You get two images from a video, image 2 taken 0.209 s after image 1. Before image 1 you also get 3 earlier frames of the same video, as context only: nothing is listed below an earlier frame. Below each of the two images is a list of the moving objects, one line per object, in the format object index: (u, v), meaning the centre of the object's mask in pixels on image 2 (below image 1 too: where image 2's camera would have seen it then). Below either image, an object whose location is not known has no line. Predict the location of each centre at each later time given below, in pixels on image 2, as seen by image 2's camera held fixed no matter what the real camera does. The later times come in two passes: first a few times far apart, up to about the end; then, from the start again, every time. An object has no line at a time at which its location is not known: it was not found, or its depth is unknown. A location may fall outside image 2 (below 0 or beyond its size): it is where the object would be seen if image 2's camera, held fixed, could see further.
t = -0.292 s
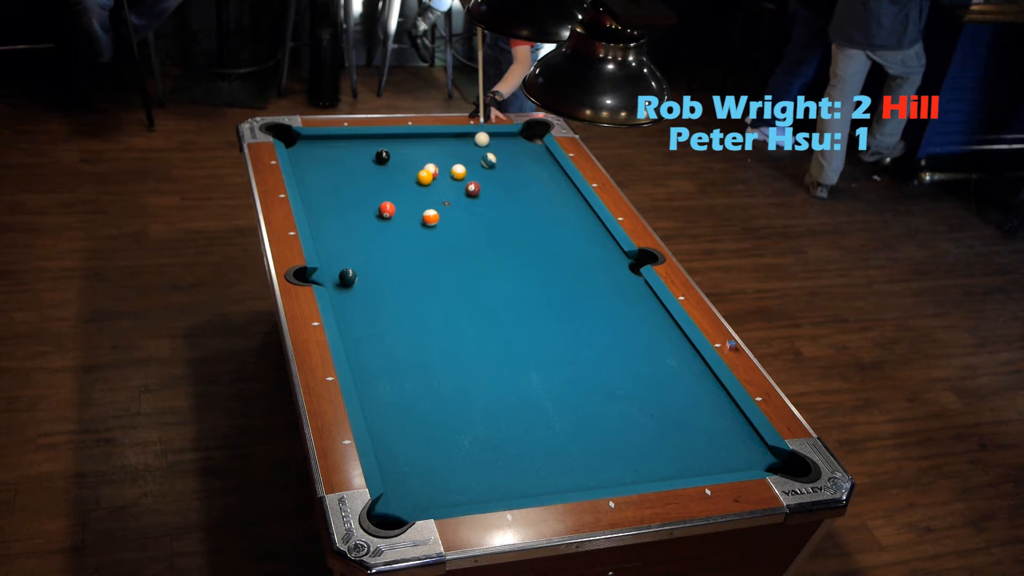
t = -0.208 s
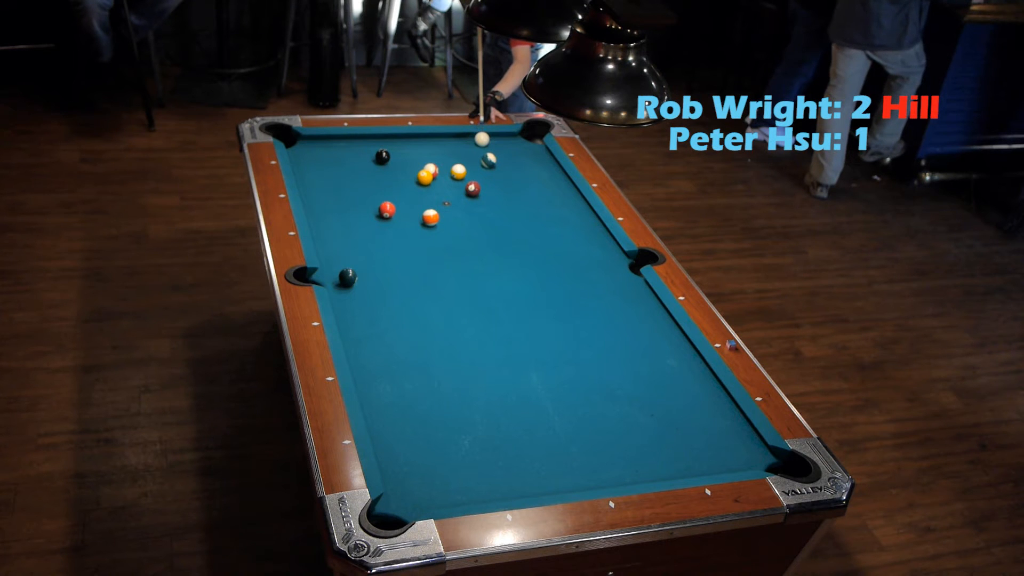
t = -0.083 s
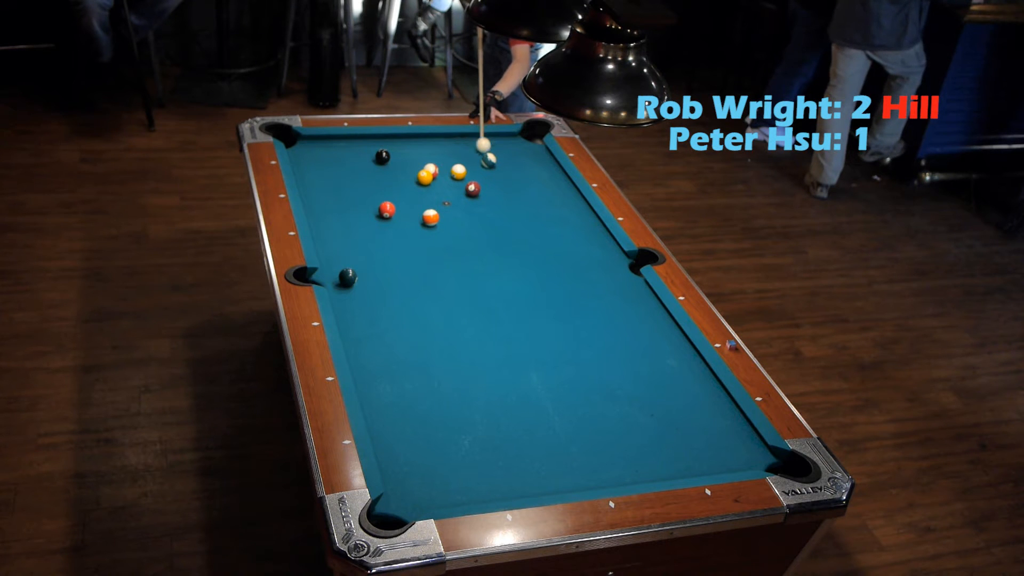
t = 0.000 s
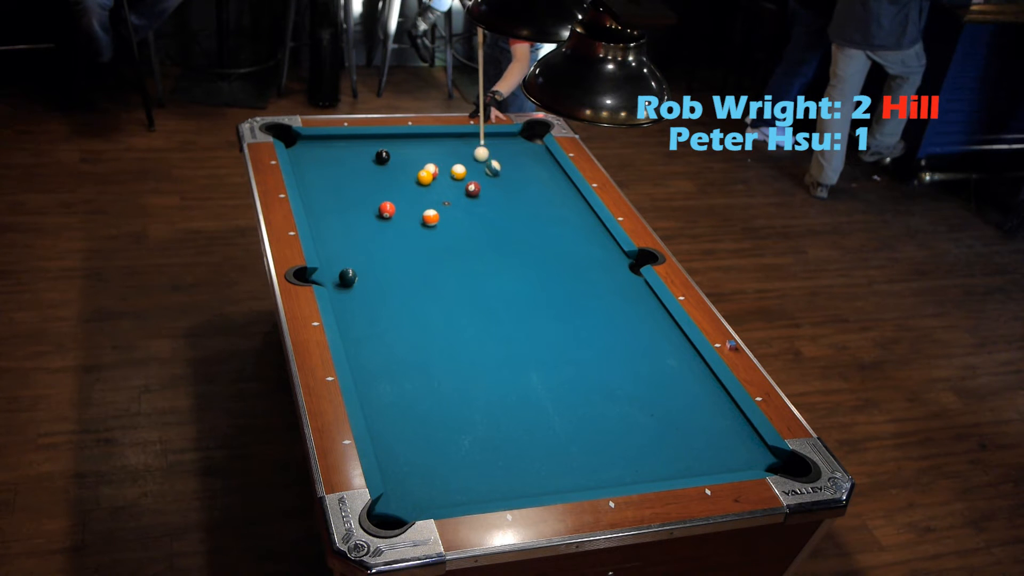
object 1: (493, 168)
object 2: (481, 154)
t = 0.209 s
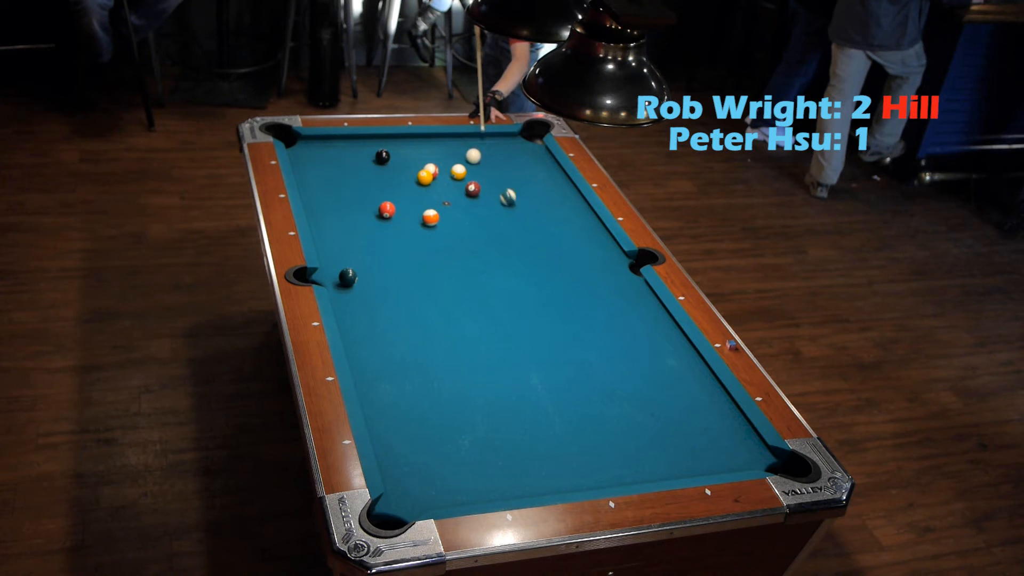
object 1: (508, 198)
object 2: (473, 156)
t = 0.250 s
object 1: (511, 203)
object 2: (472, 156)
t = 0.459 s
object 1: (526, 233)
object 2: (465, 158)
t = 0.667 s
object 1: (543, 266)
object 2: (458, 158)
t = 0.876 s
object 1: (562, 301)
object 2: (451, 160)
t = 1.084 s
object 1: (581, 338)
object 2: (446, 162)
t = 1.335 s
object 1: (606, 387)
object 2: (441, 162)
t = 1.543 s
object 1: (630, 433)
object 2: (437, 161)
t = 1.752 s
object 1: (655, 475)
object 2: (433, 161)
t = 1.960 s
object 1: (638, 455)
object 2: (429, 161)
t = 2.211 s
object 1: (620, 430)
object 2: (426, 161)
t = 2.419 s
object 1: (606, 412)
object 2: (425, 161)
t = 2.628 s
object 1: (593, 394)
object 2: (425, 161)
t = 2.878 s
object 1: (580, 376)
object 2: (425, 161)
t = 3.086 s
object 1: (569, 362)
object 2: (425, 161)
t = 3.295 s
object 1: (560, 350)
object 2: (425, 161)
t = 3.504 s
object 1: (551, 339)
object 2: (425, 161)
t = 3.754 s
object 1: (541, 327)
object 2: (425, 161)
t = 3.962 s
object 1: (535, 318)
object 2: (425, 161)
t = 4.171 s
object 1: (529, 310)
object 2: (425, 161)
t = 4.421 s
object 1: (522, 301)
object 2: (425, 161)
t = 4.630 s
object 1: (516, 295)
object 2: (425, 161)
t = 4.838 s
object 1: (512, 290)
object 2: (425, 162)
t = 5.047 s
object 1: (508, 285)
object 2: (425, 161)
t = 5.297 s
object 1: (504, 281)
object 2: (425, 161)
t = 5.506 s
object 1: (502, 278)
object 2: (425, 162)
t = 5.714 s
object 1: (500, 275)
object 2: (425, 161)
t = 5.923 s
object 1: (498, 274)
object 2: (425, 161)
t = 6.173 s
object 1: (497, 272)
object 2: (425, 161)
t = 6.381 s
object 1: (497, 272)
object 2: (425, 161)
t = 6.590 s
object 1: (496, 273)
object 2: (425, 161)
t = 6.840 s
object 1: (496, 273)
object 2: (425, 162)
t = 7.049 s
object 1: (496, 273)
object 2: (425, 161)
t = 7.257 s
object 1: (497, 273)
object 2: (425, 161)
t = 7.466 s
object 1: (497, 273)
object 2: (425, 161)
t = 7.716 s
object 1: (497, 273)
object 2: (425, 161)
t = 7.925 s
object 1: (497, 273)
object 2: (425, 161)
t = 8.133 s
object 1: (497, 273)
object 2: (425, 161)
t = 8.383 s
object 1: (497, 272)
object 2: (425, 161)
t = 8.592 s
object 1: (497, 272)
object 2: (425, 161)
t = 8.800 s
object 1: (497, 272)
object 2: (425, 161)
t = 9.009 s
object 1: (497, 272)
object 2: (425, 161)
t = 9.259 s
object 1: (497, 272)
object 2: (425, 161)
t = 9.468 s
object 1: (497, 272)
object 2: (425, 161)
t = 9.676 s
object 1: (497, 272)
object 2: (425, 161)
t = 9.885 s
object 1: (497, 272)
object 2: (425, 161)
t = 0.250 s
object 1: (511, 203)
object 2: (472, 156)
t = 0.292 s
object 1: (514, 209)
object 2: (470, 157)
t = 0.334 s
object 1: (517, 215)
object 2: (469, 157)
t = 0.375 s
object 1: (520, 221)
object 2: (467, 157)
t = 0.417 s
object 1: (523, 227)
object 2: (466, 157)
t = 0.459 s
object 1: (526, 233)
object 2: (465, 158)
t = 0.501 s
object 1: (529, 240)
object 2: (463, 158)
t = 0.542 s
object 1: (533, 246)
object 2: (462, 158)
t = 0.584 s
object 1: (536, 253)
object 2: (461, 158)
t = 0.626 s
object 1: (540, 259)
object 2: (459, 158)
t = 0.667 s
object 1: (543, 266)
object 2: (458, 158)
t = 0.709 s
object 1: (547, 273)
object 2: (457, 158)
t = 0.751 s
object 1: (550, 279)
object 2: (455, 159)
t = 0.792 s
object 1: (554, 286)
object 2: (454, 159)
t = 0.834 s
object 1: (557, 293)
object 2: (452, 160)
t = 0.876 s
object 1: (562, 301)
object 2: (451, 160)
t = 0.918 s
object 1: (565, 308)
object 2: (450, 160)
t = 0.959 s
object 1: (569, 315)
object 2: (449, 161)
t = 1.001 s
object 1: (573, 322)
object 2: (448, 161)
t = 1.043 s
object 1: (577, 330)
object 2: (447, 161)
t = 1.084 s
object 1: (581, 338)
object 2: (446, 162)
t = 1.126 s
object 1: (585, 346)
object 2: (445, 162)
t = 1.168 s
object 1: (589, 353)
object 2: (444, 162)
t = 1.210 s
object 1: (593, 361)
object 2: (443, 162)
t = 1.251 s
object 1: (598, 370)
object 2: (442, 162)
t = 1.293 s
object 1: (602, 379)
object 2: (442, 162)
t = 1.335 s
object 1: (606, 387)
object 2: (441, 162)
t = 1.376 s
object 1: (611, 396)
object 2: (440, 162)
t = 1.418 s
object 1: (616, 405)
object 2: (439, 162)
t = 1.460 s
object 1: (621, 414)
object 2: (438, 162)
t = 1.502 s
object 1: (625, 423)
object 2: (438, 162)
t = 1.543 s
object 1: (630, 433)
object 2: (437, 161)
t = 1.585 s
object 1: (634, 440)
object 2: (436, 161)
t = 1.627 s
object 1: (640, 450)
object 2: (435, 161)
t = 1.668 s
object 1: (645, 459)
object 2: (435, 161)
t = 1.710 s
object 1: (650, 470)
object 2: (434, 161)
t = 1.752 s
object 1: (655, 475)
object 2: (433, 161)
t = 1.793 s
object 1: (651, 472)
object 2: (433, 161)
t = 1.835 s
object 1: (648, 470)
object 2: (432, 161)
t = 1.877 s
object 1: (645, 464)
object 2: (431, 161)
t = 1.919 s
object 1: (641, 459)
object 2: (430, 161)
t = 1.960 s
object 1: (638, 455)
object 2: (429, 161)
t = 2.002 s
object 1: (634, 451)
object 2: (429, 161)
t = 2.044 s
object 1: (631, 446)
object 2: (428, 161)
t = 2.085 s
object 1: (628, 441)
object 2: (427, 161)
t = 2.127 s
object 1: (625, 437)
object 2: (427, 161)
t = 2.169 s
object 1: (622, 434)
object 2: (427, 161)
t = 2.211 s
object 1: (620, 430)
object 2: (426, 161)
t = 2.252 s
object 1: (617, 426)
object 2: (426, 161)
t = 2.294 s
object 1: (614, 423)
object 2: (426, 161)
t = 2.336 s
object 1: (612, 419)
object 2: (425, 161)
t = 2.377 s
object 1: (609, 415)
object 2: (425, 161)
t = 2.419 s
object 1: (606, 412)
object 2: (425, 161)
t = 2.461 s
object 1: (603, 408)
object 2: (425, 161)
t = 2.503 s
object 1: (601, 405)
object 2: (425, 161)
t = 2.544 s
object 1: (598, 401)
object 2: (425, 161)
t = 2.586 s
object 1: (595, 397)
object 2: (425, 161)
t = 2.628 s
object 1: (593, 394)
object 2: (425, 161)
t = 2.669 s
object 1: (591, 391)
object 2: (425, 161)
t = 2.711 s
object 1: (589, 388)
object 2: (425, 162)
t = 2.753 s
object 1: (586, 385)
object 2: (425, 162)
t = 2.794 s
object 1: (584, 383)
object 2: (425, 162)
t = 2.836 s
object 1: (582, 380)
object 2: (425, 162)
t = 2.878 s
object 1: (580, 376)
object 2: (425, 161)
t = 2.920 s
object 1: (578, 374)
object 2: (425, 161)
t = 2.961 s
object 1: (576, 371)
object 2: (425, 161)
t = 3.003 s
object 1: (573, 368)
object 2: (425, 161)
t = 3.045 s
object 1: (571, 365)
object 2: (425, 161)
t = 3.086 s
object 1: (569, 362)
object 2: (425, 161)
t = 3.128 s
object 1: (567, 360)
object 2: (425, 161)
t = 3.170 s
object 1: (565, 357)
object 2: (425, 162)
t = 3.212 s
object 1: (563, 355)
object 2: (425, 162)
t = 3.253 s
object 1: (562, 353)
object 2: (425, 162)
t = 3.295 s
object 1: (560, 350)
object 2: (425, 161)
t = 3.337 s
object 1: (558, 348)
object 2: (425, 161)
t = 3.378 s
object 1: (556, 346)
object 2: (425, 162)
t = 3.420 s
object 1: (555, 343)
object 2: (425, 161)
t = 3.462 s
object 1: (553, 341)
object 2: (425, 161)
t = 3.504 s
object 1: (551, 339)
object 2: (425, 161)
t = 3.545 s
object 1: (550, 337)
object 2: (425, 162)
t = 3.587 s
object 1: (548, 335)
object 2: (425, 161)
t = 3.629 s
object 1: (546, 333)
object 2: (425, 161)
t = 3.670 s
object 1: (545, 331)
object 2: (425, 161)
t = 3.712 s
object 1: (543, 329)
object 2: (425, 161)
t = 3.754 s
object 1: (541, 327)
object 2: (425, 161)
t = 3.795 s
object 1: (540, 325)
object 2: (425, 161)
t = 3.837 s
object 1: (539, 323)
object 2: (425, 161)
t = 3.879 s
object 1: (538, 321)
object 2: (425, 161)
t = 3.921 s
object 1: (536, 320)
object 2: (425, 162)
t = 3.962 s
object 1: (535, 318)
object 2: (425, 161)
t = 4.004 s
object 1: (533, 316)
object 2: (425, 161)
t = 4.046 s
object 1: (532, 315)
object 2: (425, 162)
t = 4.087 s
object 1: (531, 313)
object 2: (425, 161)
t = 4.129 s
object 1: (530, 312)
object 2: (425, 162)
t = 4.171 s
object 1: (529, 310)
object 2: (425, 161)
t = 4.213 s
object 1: (528, 309)
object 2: (425, 162)
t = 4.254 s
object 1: (527, 307)
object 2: (425, 161)
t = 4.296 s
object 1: (525, 305)
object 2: (425, 162)
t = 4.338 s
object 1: (524, 304)
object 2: (425, 161)
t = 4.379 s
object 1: (523, 303)
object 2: (425, 162)
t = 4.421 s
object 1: (522, 301)
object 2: (425, 161)
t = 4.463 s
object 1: (520, 300)
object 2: (425, 161)
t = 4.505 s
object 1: (519, 299)
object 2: (425, 162)
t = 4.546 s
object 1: (518, 297)
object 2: (425, 161)
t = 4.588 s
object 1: (517, 296)
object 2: (425, 161)
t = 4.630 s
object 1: (516, 295)
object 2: (425, 161)
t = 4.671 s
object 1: (515, 294)
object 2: (425, 161)
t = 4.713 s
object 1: (514, 293)
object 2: (425, 161)
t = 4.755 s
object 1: (513, 292)
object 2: (425, 161)
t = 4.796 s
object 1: (513, 291)
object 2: (425, 162)
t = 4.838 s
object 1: (512, 290)
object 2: (425, 162)
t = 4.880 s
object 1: (511, 289)
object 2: (425, 162)
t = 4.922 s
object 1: (510, 288)
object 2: (425, 162)
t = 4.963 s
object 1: (509, 287)
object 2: (425, 162)
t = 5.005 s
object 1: (508, 286)
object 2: (425, 161)
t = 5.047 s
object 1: (508, 285)
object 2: (425, 161)
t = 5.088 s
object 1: (507, 285)
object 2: (425, 161)
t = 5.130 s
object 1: (506, 284)
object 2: (425, 161)
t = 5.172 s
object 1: (506, 283)
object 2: (425, 161)
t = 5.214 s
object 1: (505, 282)
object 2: (425, 161)
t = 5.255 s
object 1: (504, 282)
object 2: (425, 162)
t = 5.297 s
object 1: (504, 281)
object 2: (425, 161)
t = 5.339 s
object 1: (503, 280)
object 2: (425, 161)
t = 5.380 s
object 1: (503, 280)
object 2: (425, 162)
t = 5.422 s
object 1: (502, 279)
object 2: (425, 162)
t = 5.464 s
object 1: (502, 278)
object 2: (425, 161)
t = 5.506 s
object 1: (502, 278)
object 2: (425, 162)
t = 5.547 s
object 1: (501, 277)
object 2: (425, 162)
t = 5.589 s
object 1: (501, 277)
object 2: (425, 161)
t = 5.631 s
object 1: (501, 276)
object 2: (425, 161)
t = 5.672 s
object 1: (500, 276)
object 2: (425, 161)
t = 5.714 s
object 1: (500, 275)
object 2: (425, 161)
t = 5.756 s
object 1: (499, 275)
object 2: (425, 161)
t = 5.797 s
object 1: (499, 274)
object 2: (425, 161)
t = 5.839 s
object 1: (499, 274)
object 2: (425, 161)
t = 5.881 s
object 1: (499, 274)
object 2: (425, 161)
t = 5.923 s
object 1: (498, 274)
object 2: (425, 161)
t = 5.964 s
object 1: (498, 273)
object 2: (425, 161)
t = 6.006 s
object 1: (498, 273)
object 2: (425, 161)
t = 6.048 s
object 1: (498, 273)
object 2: (425, 161)
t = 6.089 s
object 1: (497, 273)
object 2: (425, 161)
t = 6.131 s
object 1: (497, 272)
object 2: (425, 161)
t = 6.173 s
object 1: (497, 272)
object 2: (425, 161)
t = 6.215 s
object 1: (497, 272)
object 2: (425, 161)
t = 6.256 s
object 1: (497, 272)
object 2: (425, 161)
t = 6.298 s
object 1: (497, 272)
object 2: (425, 161)
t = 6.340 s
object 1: (497, 272)
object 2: (425, 161)
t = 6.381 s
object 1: (497, 272)
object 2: (425, 161)
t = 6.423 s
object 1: (497, 272)
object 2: (425, 161)
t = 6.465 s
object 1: (497, 272)
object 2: (425, 161)
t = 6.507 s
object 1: (496, 272)
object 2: (425, 161)
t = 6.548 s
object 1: (496, 273)
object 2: (425, 161)
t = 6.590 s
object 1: (496, 273)
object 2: (425, 161)
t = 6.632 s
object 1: (496, 273)
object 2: (425, 161)
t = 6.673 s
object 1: (496, 273)
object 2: (425, 161)
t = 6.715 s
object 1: (497, 272)
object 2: (425, 161)
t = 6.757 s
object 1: (496, 273)
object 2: (425, 161)
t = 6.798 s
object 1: (496, 273)
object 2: (425, 161)
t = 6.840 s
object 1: (496, 273)
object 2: (425, 162)
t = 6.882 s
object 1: (496, 273)
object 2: (425, 161)
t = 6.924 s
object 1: (496, 273)
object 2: (425, 161)
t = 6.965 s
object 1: (497, 273)
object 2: (425, 161)
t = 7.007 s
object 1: (496, 273)
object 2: (425, 161)
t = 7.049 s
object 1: (496, 273)
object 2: (425, 161)
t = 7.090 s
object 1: (496, 273)
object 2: (425, 161)
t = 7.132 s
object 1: (496, 273)
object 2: (425, 161)
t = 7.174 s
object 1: (497, 273)
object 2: (425, 161)
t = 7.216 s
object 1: (497, 273)
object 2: (425, 162)
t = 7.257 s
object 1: (497, 273)
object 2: (425, 161)
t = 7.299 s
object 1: (497, 273)
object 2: (425, 161)
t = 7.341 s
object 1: (497, 273)
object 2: (425, 161)
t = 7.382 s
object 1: (497, 273)
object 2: (425, 161)
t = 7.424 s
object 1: (497, 273)
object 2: (425, 161)
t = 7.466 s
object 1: (497, 273)
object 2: (425, 161)
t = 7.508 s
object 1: (497, 273)
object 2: (425, 161)
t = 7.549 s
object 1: (497, 273)
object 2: (425, 161)
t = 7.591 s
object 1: (497, 273)
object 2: (425, 161)
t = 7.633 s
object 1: (497, 273)
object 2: (425, 161)
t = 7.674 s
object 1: (497, 273)
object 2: (425, 161)
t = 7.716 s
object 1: (497, 273)
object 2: (425, 161)
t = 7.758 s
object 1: (497, 273)
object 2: (425, 161)
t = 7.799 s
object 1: (497, 273)
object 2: (425, 161)
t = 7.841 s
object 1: (497, 273)
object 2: (425, 161)
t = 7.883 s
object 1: (497, 273)
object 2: (425, 161)
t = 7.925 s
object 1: (497, 273)
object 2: (425, 161)
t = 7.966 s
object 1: (497, 273)
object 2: (425, 161)
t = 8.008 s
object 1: (497, 273)
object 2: (425, 161)
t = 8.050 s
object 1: (497, 273)
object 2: (425, 161)
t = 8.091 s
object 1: (497, 273)
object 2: (425, 161)
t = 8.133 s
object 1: (497, 273)
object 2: (425, 161)
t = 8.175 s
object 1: (497, 273)
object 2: (425, 161)
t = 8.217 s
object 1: (497, 273)
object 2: (425, 161)
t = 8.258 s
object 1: (497, 273)
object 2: (425, 161)
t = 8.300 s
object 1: (497, 272)
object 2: (425, 161)
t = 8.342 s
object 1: (497, 272)
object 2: (425, 161)
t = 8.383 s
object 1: (497, 272)
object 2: (425, 161)
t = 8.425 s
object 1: (497, 272)
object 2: (425, 161)
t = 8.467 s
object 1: (497, 272)
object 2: (425, 161)
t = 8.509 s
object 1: (497, 272)
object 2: (425, 161)
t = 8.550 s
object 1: (497, 272)
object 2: (425, 161)
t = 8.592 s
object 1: (497, 272)
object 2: (425, 161)
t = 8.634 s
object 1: (497, 272)
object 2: (425, 161)
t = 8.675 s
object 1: (497, 272)
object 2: (425, 161)
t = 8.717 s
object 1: (497, 272)
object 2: (425, 161)
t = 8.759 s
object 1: (497, 272)
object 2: (425, 161)
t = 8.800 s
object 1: (497, 272)
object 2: (425, 161)
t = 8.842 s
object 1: (497, 272)
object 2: (425, 161)
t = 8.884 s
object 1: (497, 272)
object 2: (425, 161)
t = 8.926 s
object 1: (497, 272)
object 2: (425, 161)
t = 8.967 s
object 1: (497, 272)
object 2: (425, 161)
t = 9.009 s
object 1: (497, 272)
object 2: (425, 161)
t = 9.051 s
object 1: (497, 272)
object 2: (425, 161)
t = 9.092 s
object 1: (497, 272)
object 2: (425, 161)
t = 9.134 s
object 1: (497, 272)
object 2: (425, 161)
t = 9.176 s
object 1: (497, 272)
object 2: (425, 161)
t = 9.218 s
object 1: (497, 272)
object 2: (425, 161)
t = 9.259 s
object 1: (497, 272)
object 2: (425, 161)
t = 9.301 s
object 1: (497, 272)
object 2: (425, 161)
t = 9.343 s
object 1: (497, 272)
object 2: (425, 161)
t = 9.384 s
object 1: (497, 272)
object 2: (425, 161)
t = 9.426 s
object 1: (497, 272)
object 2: (425, 161)
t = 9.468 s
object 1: (497, 272)
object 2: (425, 161)
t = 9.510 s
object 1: (497, 272)
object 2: (425, 161)
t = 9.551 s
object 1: (497, 272)
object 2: (425, 161)
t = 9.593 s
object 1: (497, 272)
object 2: (425, 161)
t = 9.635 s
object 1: (497, 272)
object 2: (425, 161)
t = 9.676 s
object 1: (497, 272)
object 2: (425, 161)
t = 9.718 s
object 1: (497, 272)
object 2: (425, 161)
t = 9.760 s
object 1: (497, 272)
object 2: (425, 161)
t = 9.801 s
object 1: (497, 272)
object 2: (425, 161)
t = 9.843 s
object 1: (497, 272)
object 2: (425, 161)
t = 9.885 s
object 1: (497, 272)
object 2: (425, 161)
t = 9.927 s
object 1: (497, 272)
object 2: (425, 162)
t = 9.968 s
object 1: (497, 272)
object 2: (425, 161)
